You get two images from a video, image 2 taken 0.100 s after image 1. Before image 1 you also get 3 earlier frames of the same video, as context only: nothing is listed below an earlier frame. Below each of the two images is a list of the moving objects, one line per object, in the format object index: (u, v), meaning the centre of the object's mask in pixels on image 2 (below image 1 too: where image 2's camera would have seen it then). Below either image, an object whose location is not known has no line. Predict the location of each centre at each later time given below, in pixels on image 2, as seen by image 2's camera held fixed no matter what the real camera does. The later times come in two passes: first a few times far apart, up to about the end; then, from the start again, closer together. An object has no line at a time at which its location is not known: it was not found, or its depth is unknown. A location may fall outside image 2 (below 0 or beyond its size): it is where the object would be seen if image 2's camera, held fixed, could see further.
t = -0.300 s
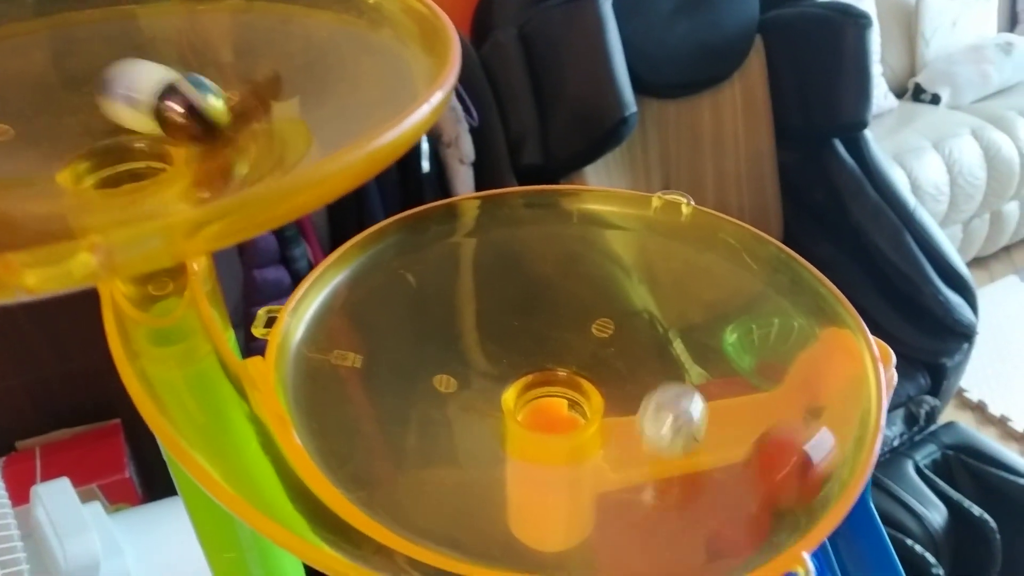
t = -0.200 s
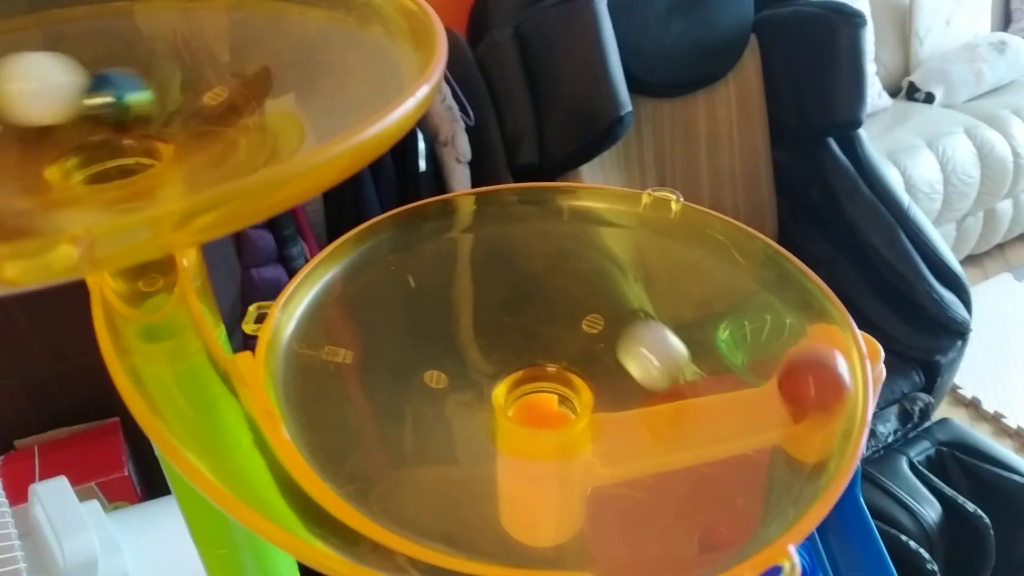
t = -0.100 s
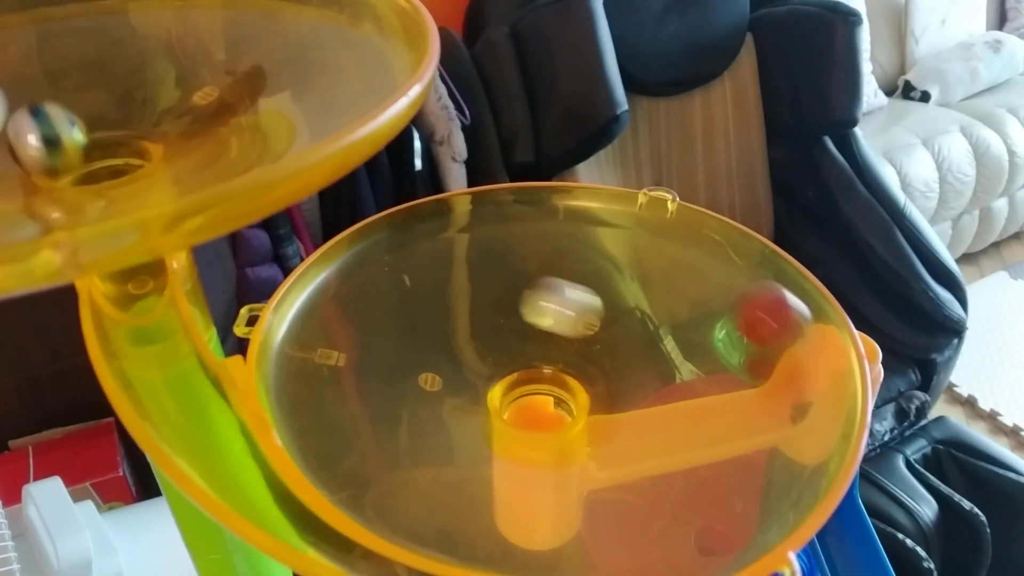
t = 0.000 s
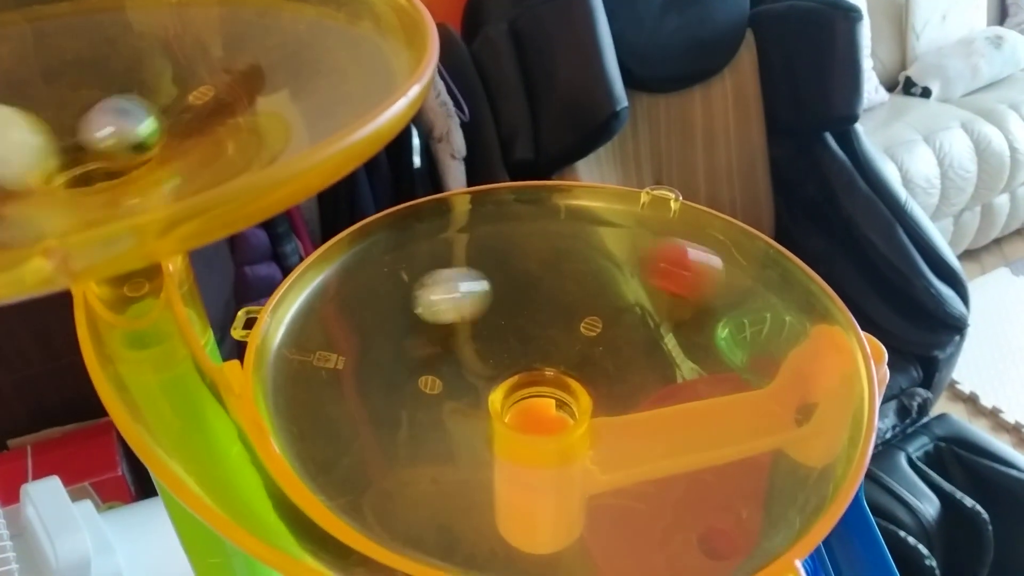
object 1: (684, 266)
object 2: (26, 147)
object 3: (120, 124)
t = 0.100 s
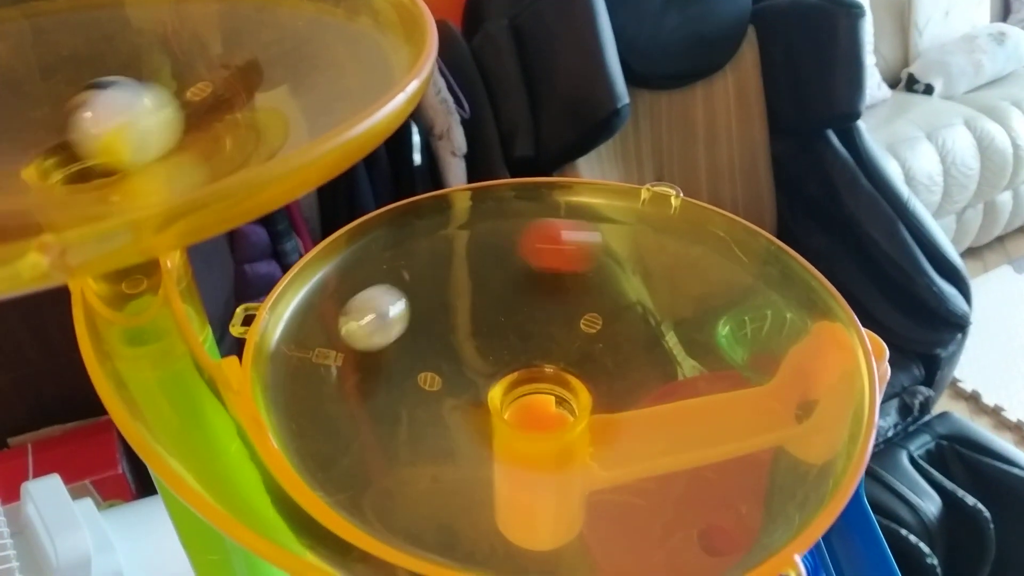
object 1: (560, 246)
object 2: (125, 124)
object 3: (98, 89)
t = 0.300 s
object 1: (316, 285)
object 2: (108, 79)
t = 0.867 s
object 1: (723, 364)
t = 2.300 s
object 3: (722, 290)
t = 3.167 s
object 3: (700, 449)
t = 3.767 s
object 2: (813, 349)
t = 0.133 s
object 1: (517, 245)
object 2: (155, 110)
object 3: (78, 130)
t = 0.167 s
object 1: (475, 247)
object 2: (171, 95)
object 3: (80, 151)
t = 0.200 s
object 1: (431, 252)
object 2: (173, 82)
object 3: (97, 155)
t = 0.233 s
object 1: (389, 260)
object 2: (163, 76)
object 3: (85, 162)
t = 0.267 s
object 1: (352, 270)
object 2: (138, 74)
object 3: (92, 169)
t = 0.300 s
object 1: (316, 285)
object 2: (108, 79)
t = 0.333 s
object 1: (305, 309)
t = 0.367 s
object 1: (303, 334)
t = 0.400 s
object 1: (305, 360)
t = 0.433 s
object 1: (315, 391)
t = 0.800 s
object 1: (724, 405)
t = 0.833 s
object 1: (727, 384)
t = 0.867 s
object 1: (723, 364)
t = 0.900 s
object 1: (709, 340)
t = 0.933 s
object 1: (687, 321)
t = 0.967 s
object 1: (656, 303)
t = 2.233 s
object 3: (766, 336)
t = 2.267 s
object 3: (751, 325)
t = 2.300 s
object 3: (722, 290)
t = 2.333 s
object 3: (689, 274)
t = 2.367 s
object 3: (660, 256)
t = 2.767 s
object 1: (629, 374)
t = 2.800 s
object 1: (607, 346)
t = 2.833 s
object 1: (575, 324)
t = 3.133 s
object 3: (676, 475)
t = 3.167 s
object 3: (700, 449)
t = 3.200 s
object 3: (716, 416)
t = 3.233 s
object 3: (722, 388)
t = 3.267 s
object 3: (721, 358)
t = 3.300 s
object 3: (712, 336)
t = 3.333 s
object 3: (695, 320)
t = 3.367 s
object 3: (669, 291)
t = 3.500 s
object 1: (621, 385)
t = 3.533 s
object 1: (634, 364)
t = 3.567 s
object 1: (636, 342)
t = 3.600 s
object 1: (629, 319)
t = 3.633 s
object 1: (612, 301)
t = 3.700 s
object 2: (815, 436)
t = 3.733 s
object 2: (819, 386)
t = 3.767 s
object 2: (813, 349)
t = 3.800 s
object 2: (796, 312)
